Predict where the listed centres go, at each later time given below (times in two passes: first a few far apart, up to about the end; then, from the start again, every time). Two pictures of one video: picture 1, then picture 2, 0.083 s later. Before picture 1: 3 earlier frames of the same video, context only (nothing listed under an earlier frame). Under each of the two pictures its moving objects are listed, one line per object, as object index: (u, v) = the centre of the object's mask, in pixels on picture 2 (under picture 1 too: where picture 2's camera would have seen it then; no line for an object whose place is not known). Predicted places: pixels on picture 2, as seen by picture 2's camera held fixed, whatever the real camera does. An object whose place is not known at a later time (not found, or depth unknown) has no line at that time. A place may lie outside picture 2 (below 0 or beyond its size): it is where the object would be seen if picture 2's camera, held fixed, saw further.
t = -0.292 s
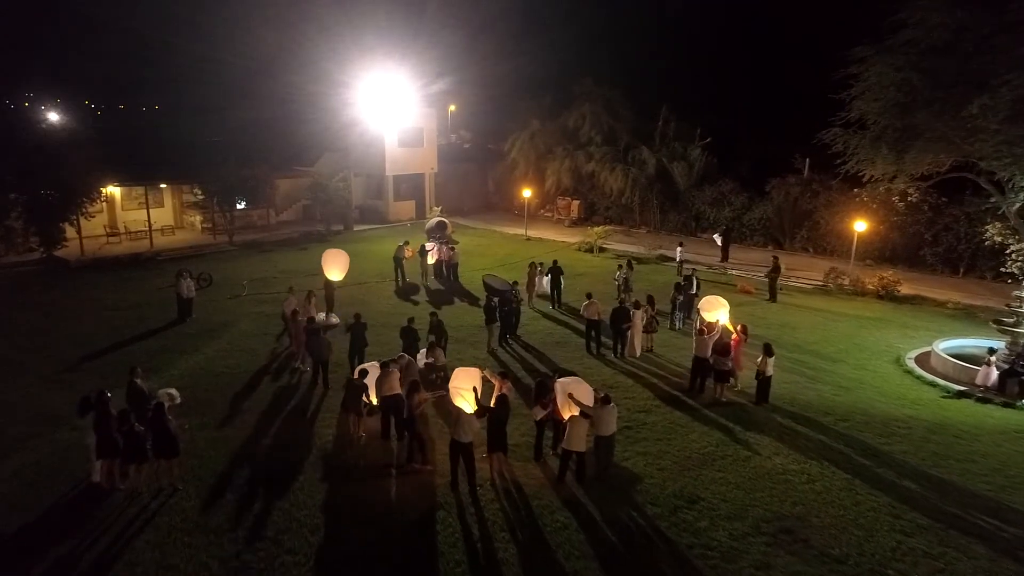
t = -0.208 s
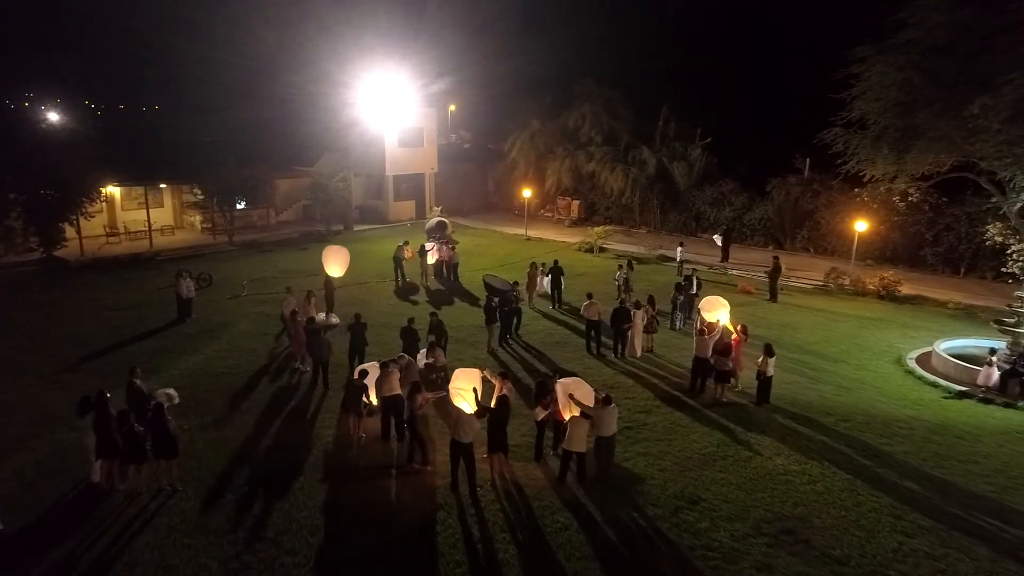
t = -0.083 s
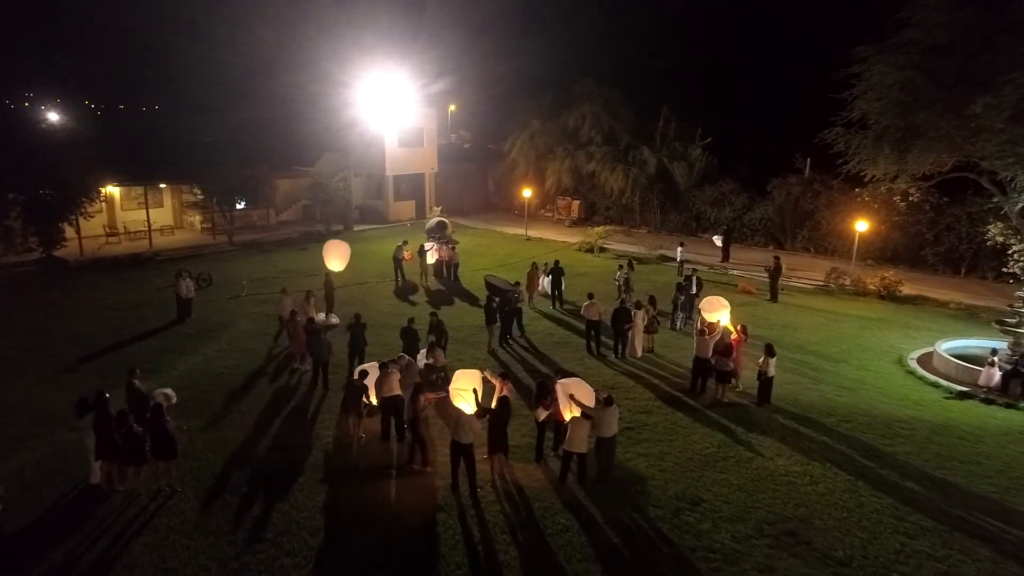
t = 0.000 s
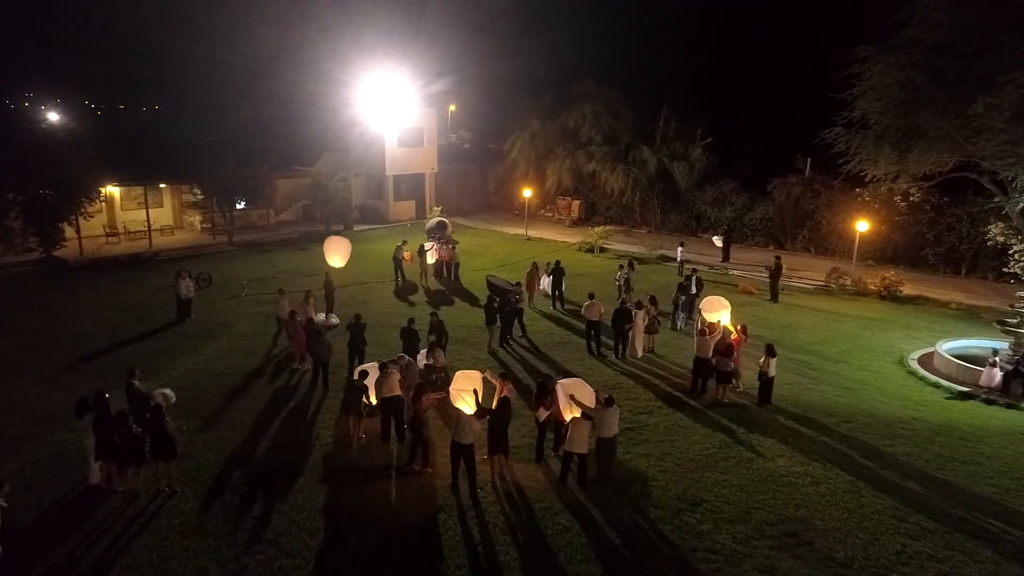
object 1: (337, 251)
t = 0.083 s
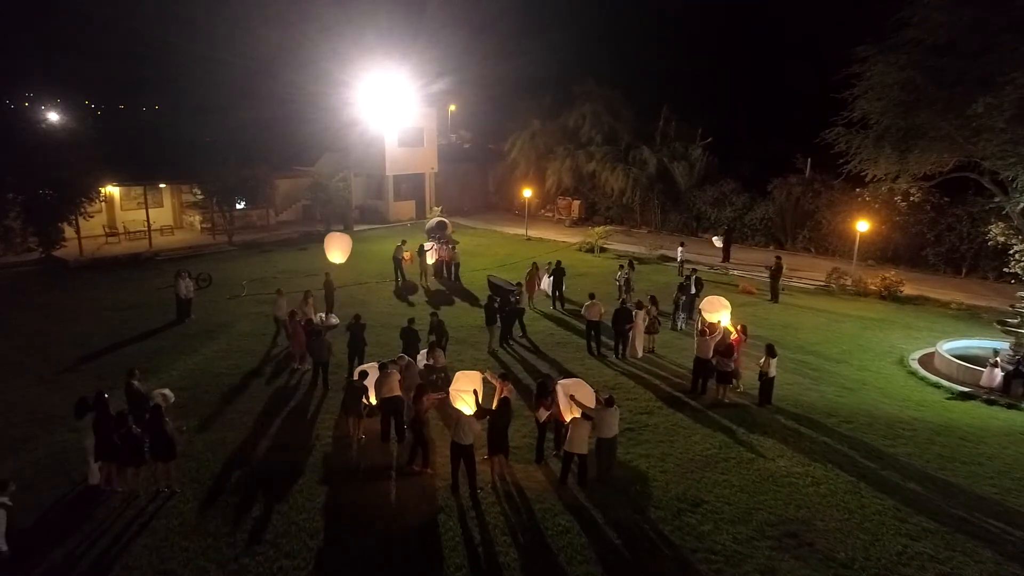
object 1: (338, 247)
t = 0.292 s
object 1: (340, 237)
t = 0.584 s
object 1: (344, 222)
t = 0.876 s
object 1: (349, 206)
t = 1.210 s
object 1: (355, 189)
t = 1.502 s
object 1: (360, 175)
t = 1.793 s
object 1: (365, 161)
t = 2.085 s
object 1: (368, 148)
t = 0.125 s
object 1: (338, 245)
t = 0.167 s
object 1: (338, 243)
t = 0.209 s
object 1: (339, 241)
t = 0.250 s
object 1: (339, 239)
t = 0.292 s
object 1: (340, 237)
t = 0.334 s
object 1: (340, 234)
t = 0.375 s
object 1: (341, 232)
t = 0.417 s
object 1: (341, 230)
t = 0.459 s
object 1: (342, 228)
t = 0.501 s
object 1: (343, 226)
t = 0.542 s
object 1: (343, 224)
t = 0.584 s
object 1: (344, 222)
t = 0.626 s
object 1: (344, 220)
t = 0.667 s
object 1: (345, 217)
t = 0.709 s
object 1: (346, 215)
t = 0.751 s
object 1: (347, 213)
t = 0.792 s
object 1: (347, 211)
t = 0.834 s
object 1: (348, 209)
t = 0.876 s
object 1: (349, 206)
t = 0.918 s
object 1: (349, 204)
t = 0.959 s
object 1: (350, 202)
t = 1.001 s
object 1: (351, 200)
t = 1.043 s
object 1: (352, 198)
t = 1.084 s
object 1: (352, 195)
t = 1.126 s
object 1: (353, 193)
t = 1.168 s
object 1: (354, 191)
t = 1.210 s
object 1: (355, 189)
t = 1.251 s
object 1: (356, 187)
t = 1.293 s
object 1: (357, 185)
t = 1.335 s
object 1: (357, 183)
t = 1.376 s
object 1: (358, 181)
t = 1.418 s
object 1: (359, 179)
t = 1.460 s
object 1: (359, 177)
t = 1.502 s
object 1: (360, 175)
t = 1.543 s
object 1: (361, 173)
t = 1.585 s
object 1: (362, 171)
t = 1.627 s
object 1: (362, 169)
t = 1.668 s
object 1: (363, 167)
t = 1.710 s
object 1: (364, 165)
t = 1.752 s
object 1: (364, 163)
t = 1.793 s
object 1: (365, 161)
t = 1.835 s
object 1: (366, 159)
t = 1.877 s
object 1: (366, 157)
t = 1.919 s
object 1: (367, 155)
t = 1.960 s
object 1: (367, 153)
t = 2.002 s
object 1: (368, 151)
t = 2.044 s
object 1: (368, 149)
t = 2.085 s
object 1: (368, 148)
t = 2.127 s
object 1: (369, 146)
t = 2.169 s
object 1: (369, 144)
